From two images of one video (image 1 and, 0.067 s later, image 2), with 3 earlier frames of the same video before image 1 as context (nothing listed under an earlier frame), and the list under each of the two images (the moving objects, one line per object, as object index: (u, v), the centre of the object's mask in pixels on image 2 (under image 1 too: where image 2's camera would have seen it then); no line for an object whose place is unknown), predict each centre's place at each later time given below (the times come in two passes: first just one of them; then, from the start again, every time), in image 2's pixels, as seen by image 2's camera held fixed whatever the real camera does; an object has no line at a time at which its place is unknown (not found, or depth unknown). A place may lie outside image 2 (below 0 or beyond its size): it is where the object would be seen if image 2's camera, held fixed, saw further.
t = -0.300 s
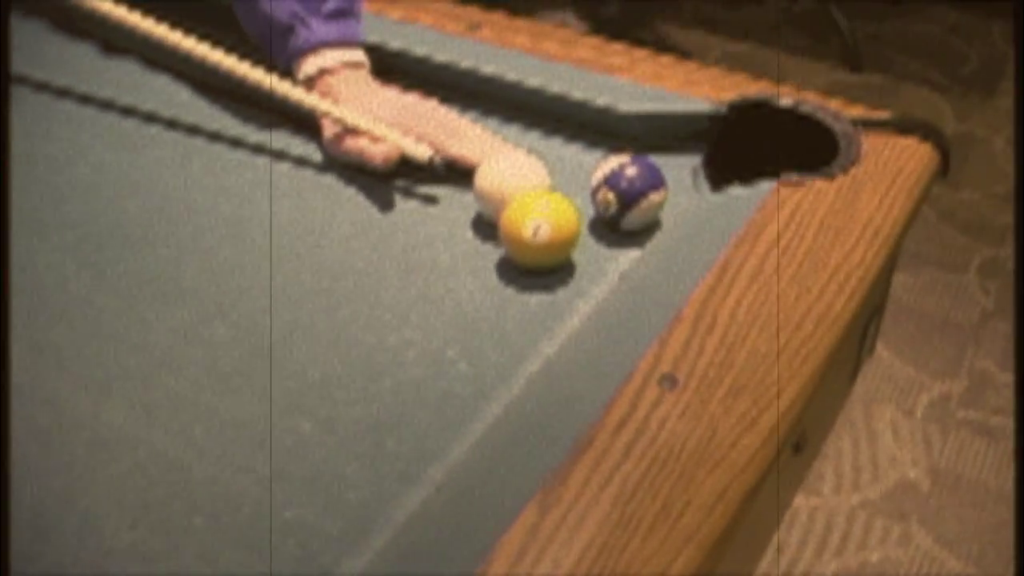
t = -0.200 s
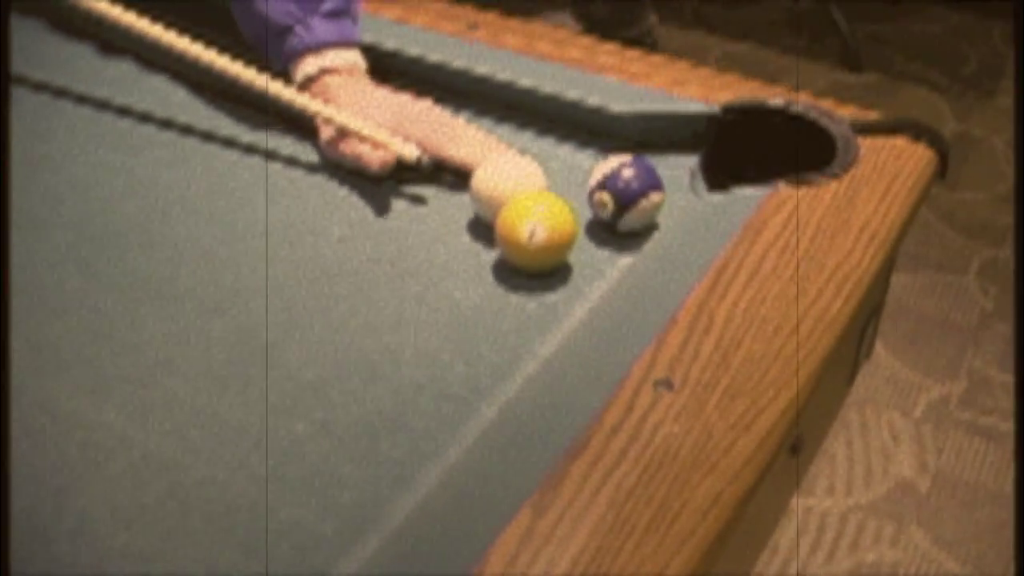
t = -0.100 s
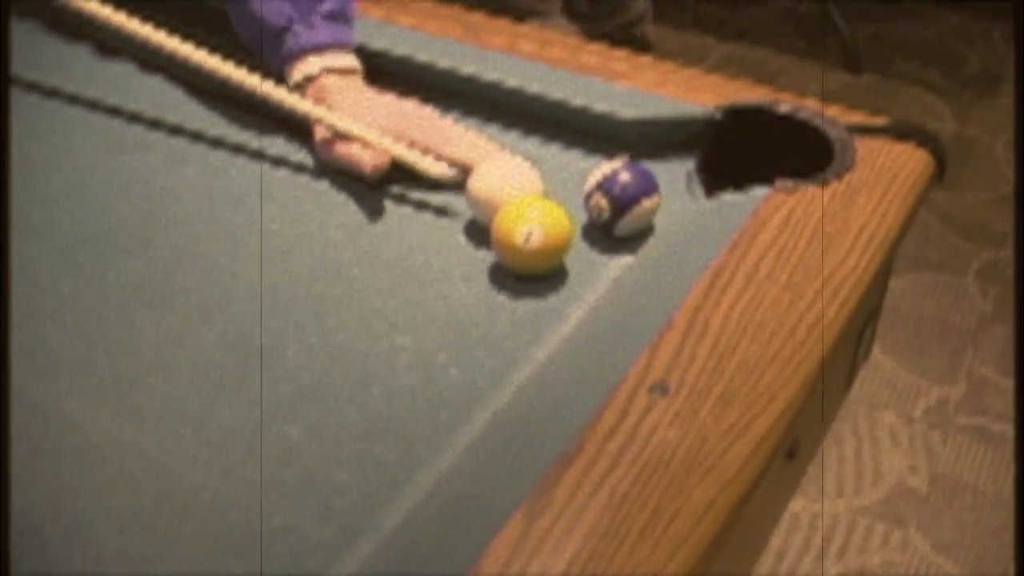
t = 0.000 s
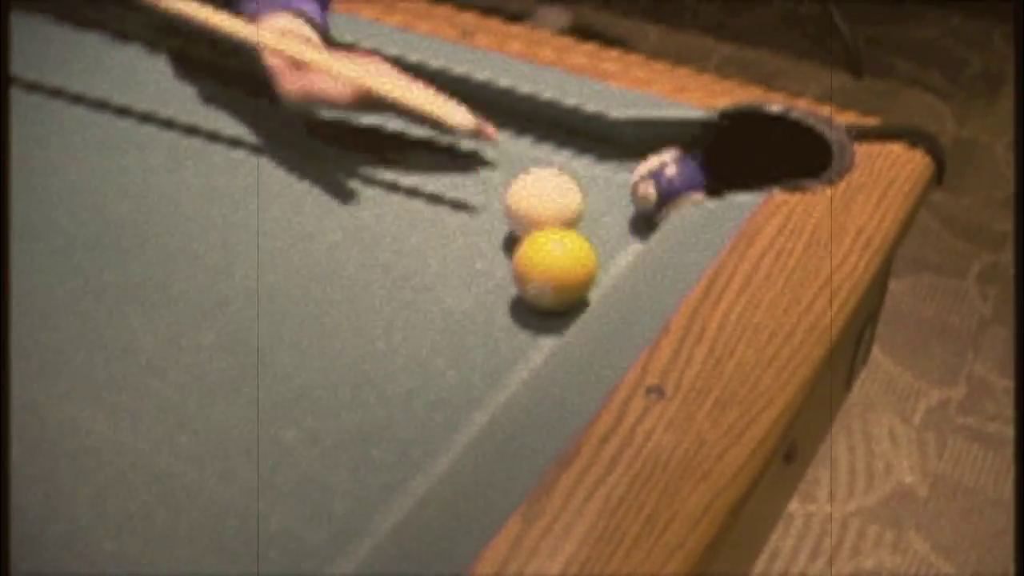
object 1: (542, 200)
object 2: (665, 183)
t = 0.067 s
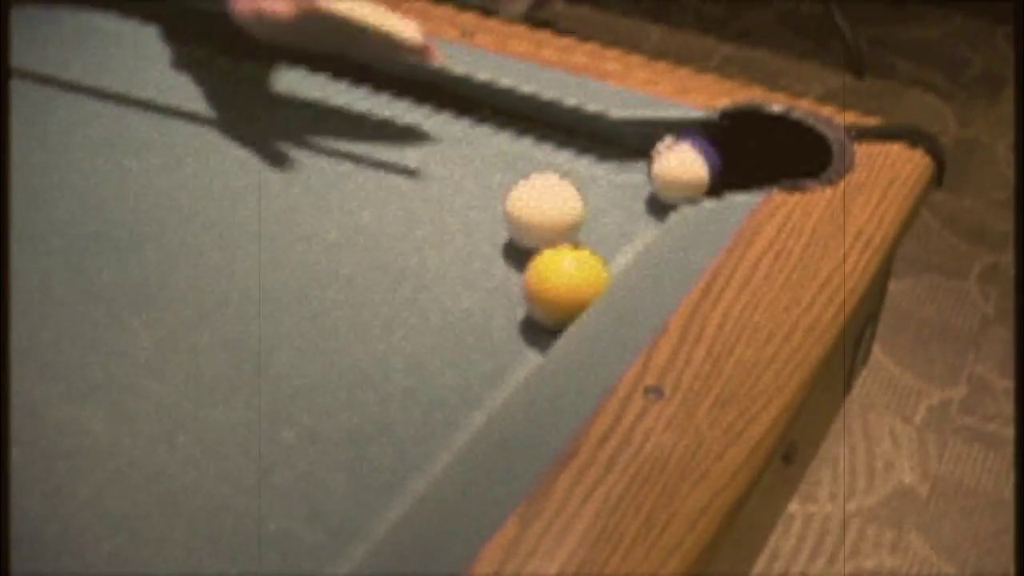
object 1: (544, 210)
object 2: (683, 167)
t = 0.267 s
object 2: (748, 175)
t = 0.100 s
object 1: (544, 213)
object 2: (689, 159)
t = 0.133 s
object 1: (545, 214)
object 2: (699, 154)
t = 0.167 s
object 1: (546, 218)
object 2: (709, 153)
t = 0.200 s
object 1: (546, 220)
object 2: (721, 157)
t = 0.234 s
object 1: (547, 224)
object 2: (734, 163)
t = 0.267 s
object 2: (748, 175)
